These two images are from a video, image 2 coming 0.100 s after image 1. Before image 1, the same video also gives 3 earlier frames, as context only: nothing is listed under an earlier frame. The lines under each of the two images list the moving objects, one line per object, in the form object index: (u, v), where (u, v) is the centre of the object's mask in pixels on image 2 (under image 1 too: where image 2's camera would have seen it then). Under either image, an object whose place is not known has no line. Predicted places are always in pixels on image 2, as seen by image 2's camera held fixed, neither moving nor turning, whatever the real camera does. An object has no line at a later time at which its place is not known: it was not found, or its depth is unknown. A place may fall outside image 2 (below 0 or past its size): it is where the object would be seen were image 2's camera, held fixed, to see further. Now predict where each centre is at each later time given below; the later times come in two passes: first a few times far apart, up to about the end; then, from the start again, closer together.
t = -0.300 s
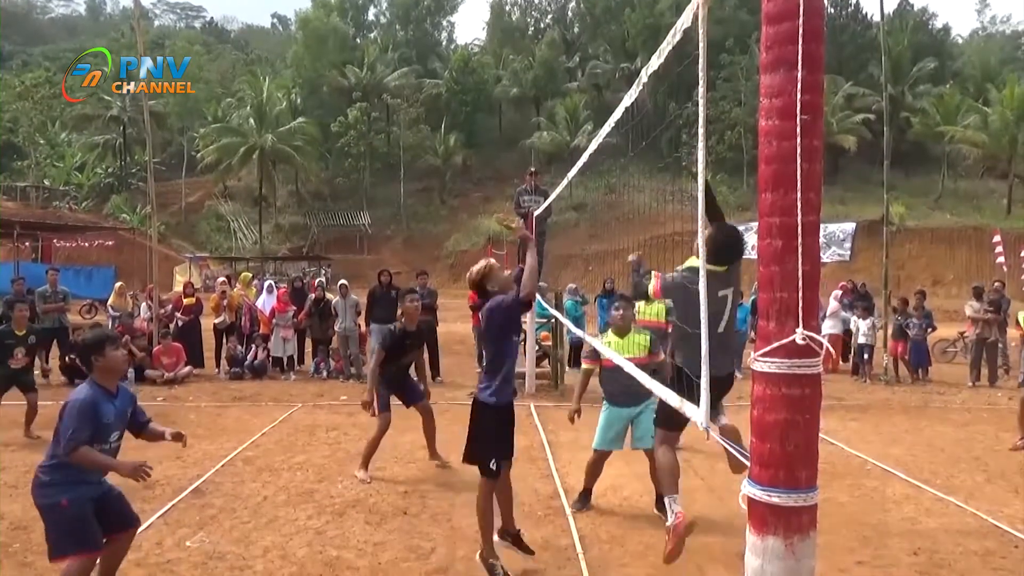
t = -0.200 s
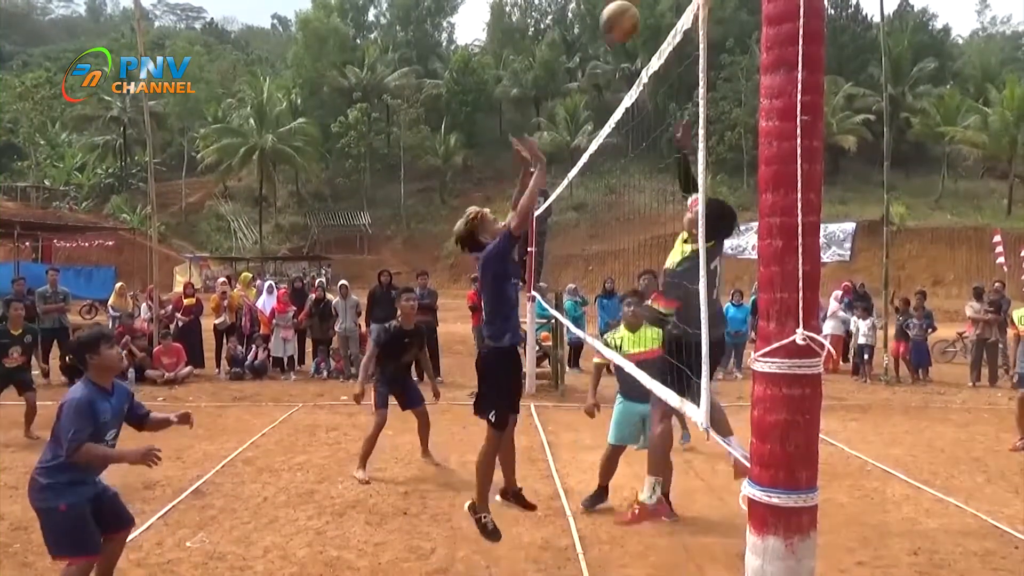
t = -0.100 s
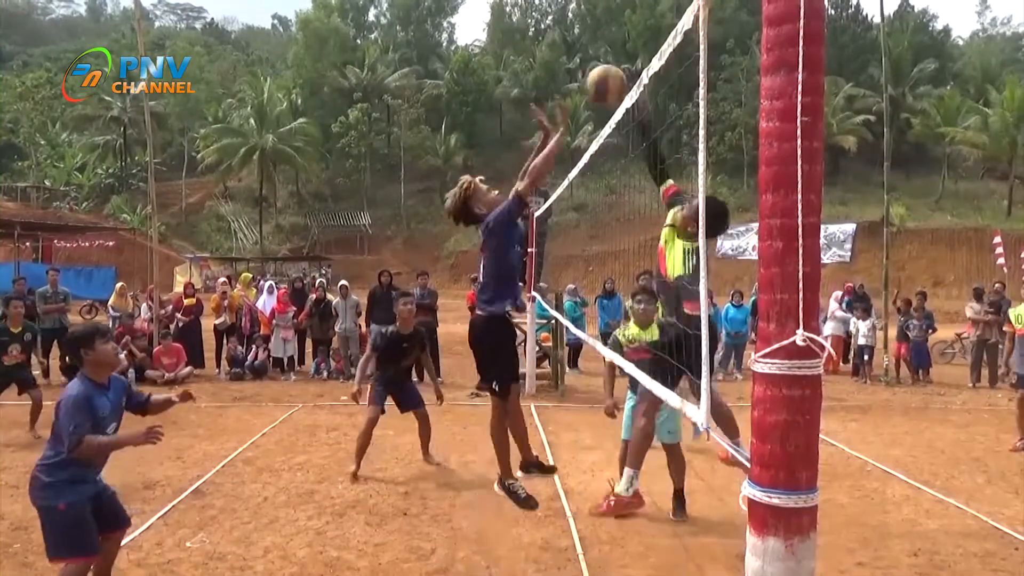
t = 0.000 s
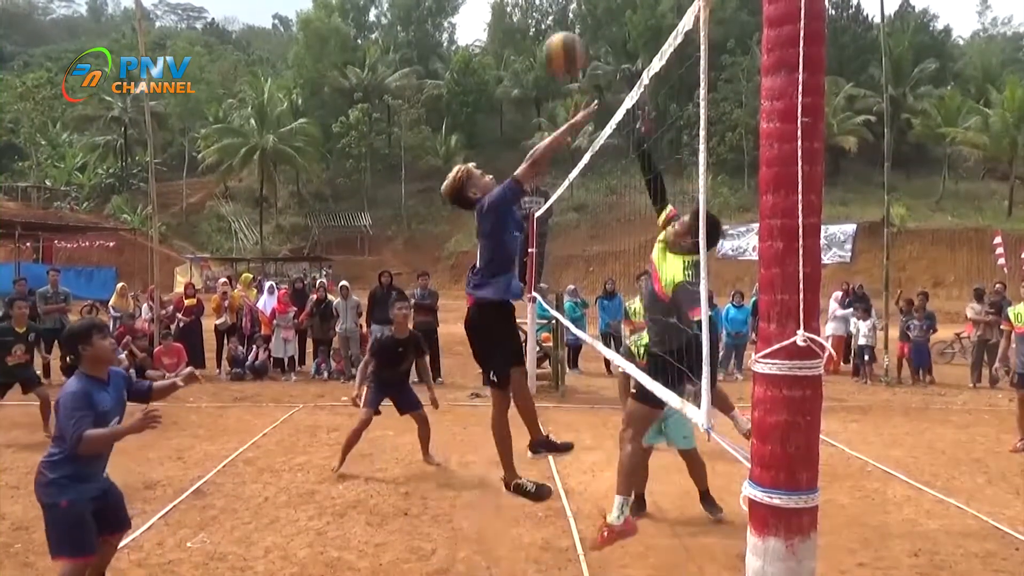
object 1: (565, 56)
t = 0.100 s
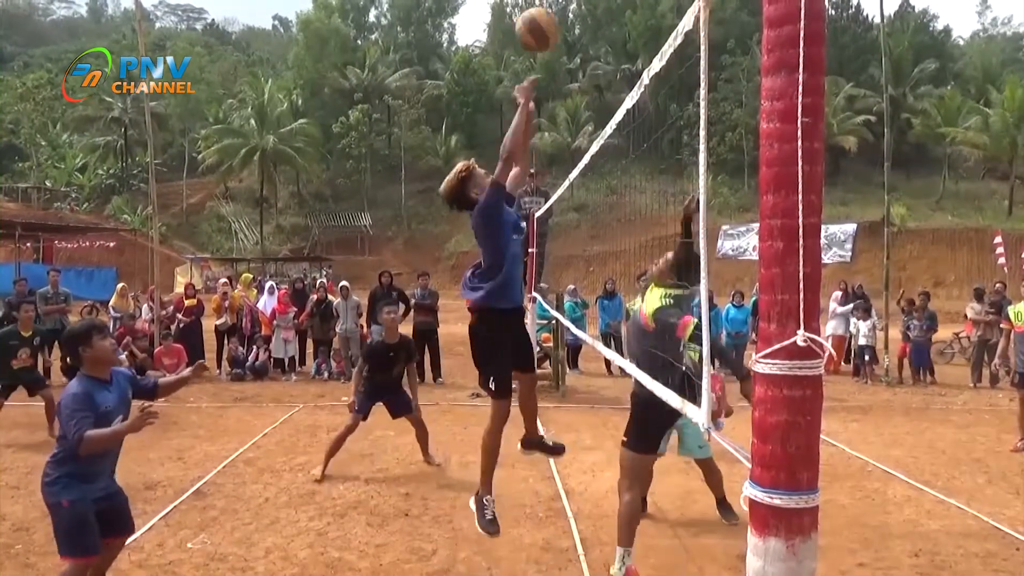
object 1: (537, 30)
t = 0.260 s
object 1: (491, 32)
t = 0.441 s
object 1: (434, 98)
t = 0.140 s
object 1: (526, 25)
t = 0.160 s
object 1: (519, 25)
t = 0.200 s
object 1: (507, 25)
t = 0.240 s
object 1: (497, 29)
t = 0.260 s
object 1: (491, 32)
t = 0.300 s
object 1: (478, 40)
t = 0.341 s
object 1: (464, 53)
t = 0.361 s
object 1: (458, 61)
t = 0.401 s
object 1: (447, 79)
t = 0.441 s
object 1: (434, 98)
